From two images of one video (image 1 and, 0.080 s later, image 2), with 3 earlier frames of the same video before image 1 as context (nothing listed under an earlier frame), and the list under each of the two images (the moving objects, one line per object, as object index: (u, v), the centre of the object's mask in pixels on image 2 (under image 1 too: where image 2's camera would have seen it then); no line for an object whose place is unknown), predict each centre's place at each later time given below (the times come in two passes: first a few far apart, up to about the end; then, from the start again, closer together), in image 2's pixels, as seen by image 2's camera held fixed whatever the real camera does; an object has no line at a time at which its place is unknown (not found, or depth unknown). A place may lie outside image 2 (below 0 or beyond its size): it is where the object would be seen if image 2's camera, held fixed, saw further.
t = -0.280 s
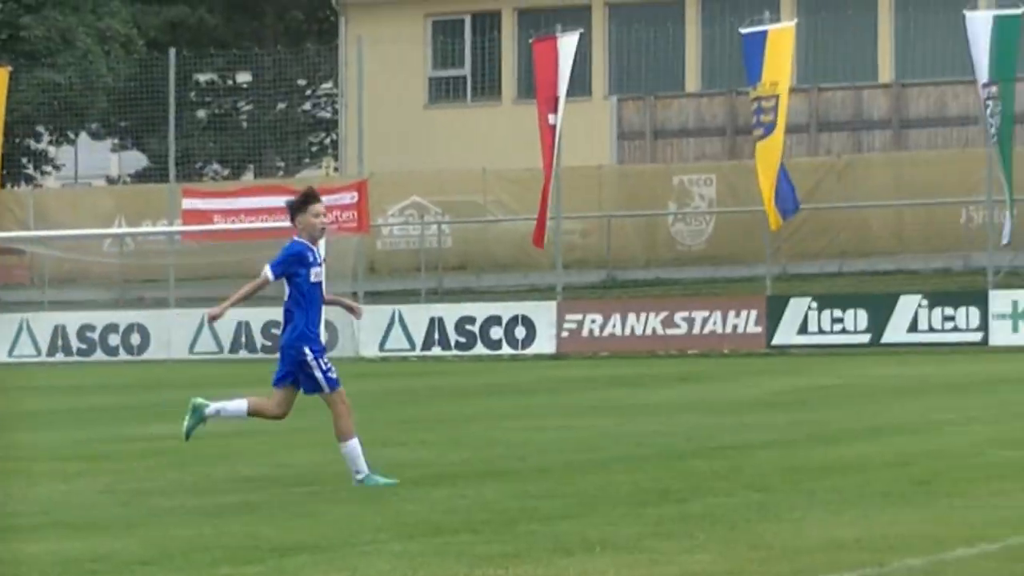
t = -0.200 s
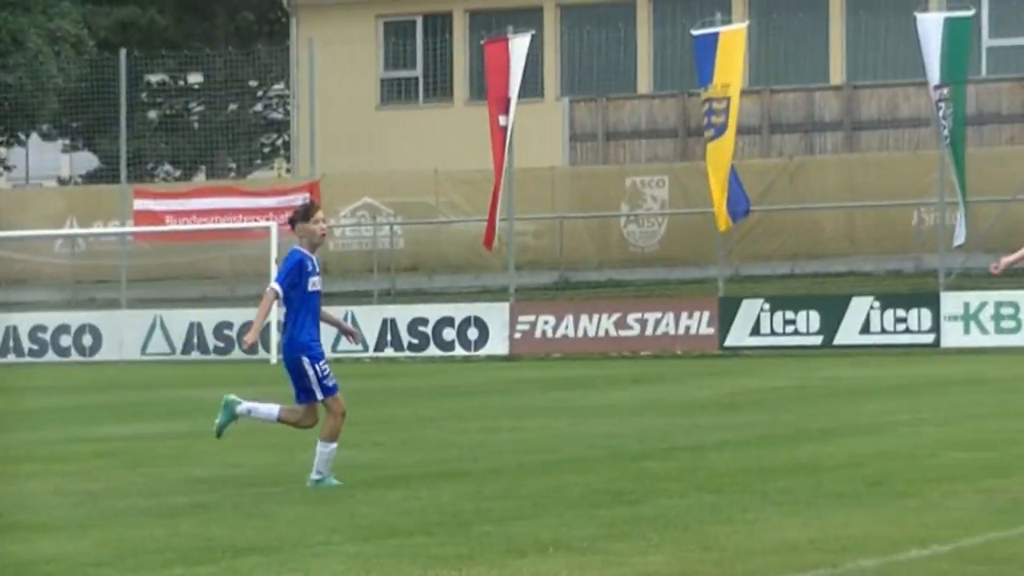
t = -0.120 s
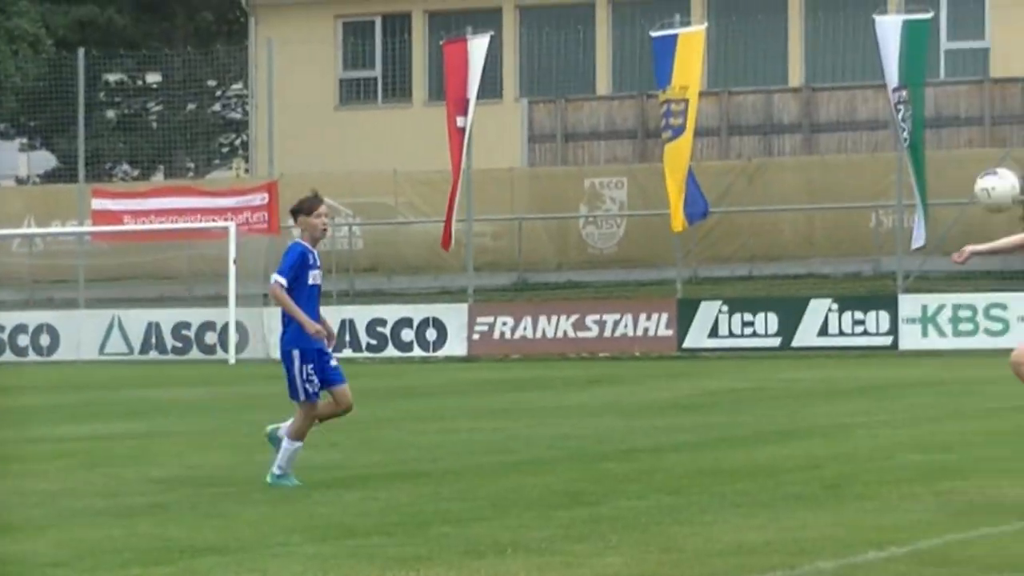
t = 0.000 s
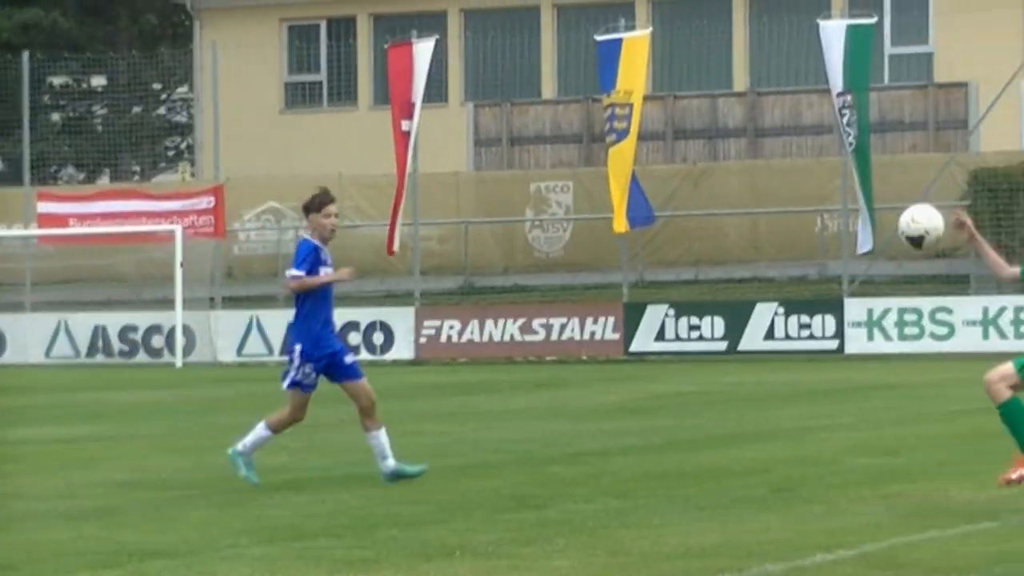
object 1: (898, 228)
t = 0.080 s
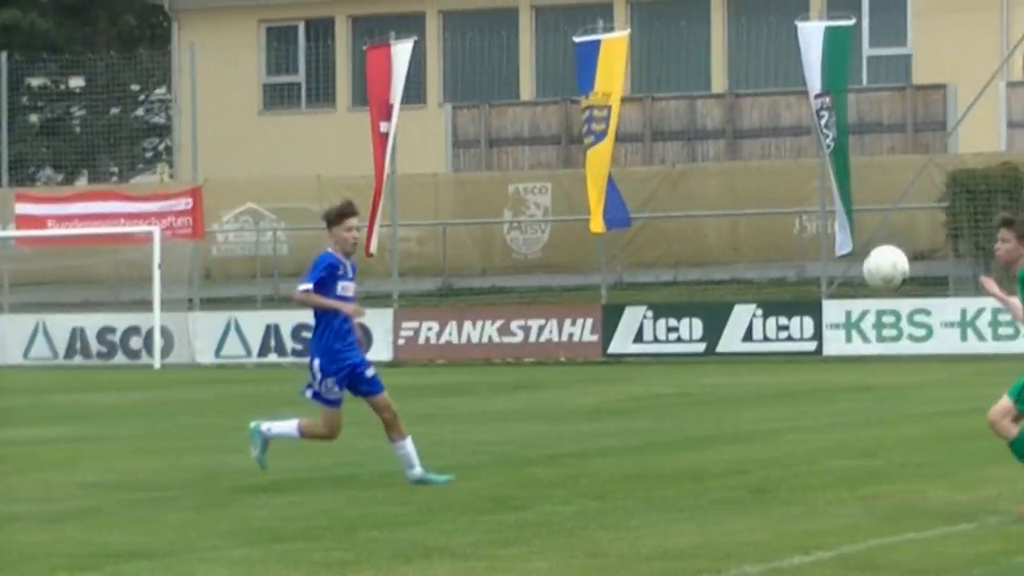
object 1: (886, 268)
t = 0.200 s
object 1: (867, 358)
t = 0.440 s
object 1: (822, 465)
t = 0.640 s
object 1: (775, 396)
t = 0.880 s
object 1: (719, 432)
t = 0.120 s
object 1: (880, 294)
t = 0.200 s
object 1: (867, 358)
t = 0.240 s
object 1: (861, 395)
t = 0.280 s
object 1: (855, 436)
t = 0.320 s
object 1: (848, 482)
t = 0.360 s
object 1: (841, 514)
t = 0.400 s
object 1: (832, 489)
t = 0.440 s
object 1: (822, 465)
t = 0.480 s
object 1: (813, 444)
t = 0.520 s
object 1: (804, 428)
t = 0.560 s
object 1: (795, 413)
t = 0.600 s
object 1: (785, 403)
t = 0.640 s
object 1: (775, 396)
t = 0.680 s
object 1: (766, 393)
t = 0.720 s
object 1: (757, 393)
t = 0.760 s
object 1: (747, 397)
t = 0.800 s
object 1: (738, 405)
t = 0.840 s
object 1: (729, 417)
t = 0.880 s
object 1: (719, 432)
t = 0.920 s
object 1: (710, 450)
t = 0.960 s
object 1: (700, 474)
